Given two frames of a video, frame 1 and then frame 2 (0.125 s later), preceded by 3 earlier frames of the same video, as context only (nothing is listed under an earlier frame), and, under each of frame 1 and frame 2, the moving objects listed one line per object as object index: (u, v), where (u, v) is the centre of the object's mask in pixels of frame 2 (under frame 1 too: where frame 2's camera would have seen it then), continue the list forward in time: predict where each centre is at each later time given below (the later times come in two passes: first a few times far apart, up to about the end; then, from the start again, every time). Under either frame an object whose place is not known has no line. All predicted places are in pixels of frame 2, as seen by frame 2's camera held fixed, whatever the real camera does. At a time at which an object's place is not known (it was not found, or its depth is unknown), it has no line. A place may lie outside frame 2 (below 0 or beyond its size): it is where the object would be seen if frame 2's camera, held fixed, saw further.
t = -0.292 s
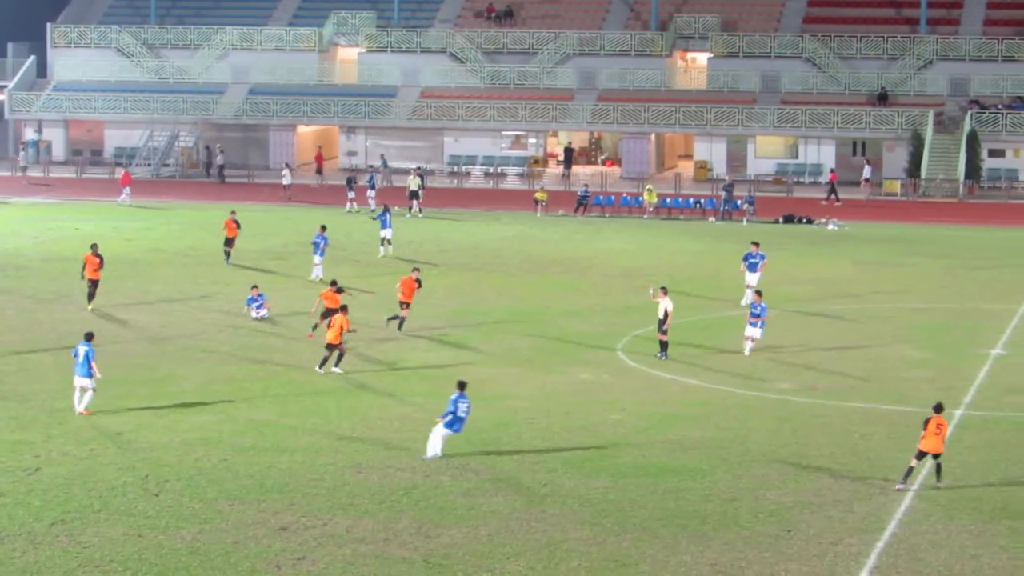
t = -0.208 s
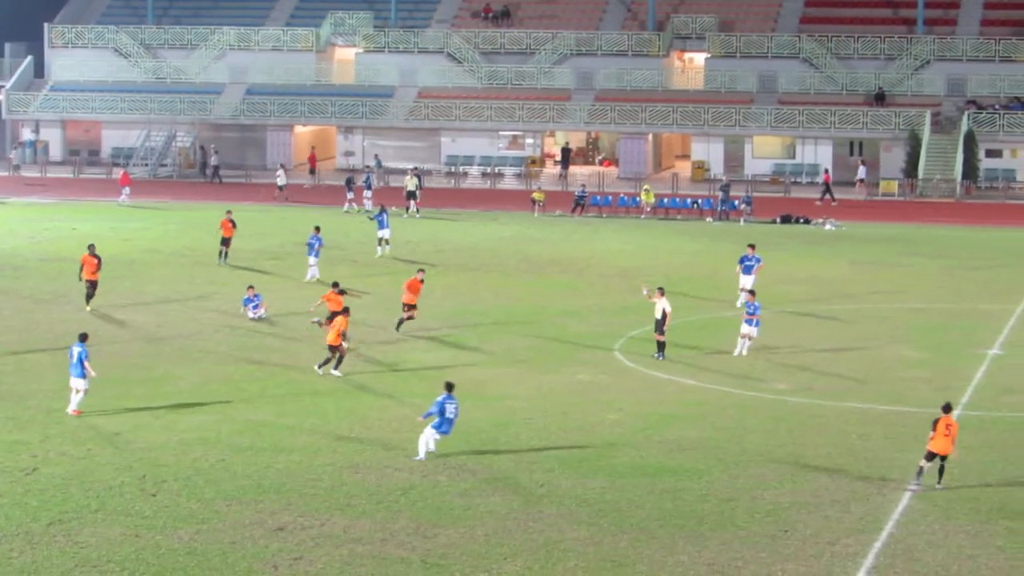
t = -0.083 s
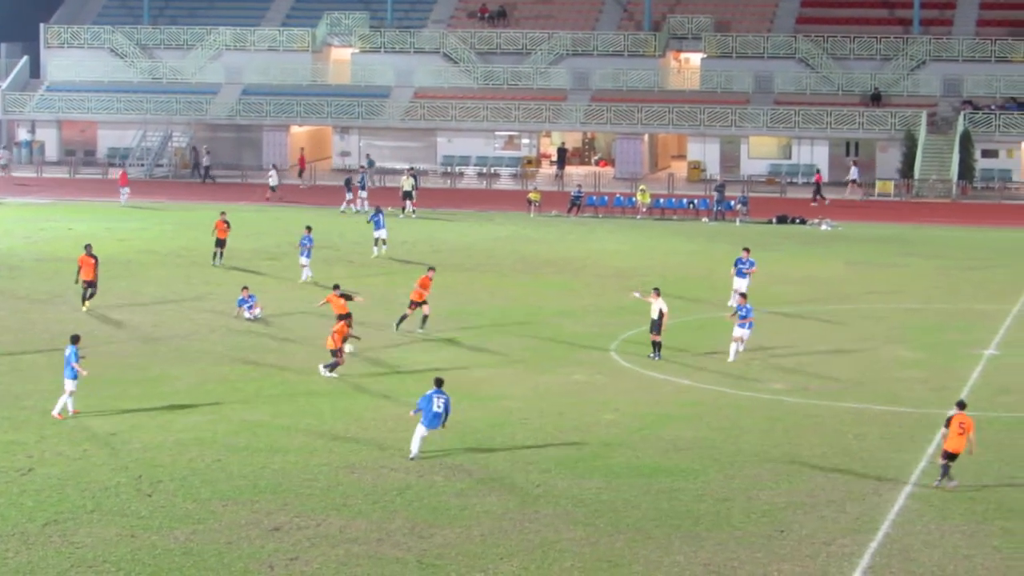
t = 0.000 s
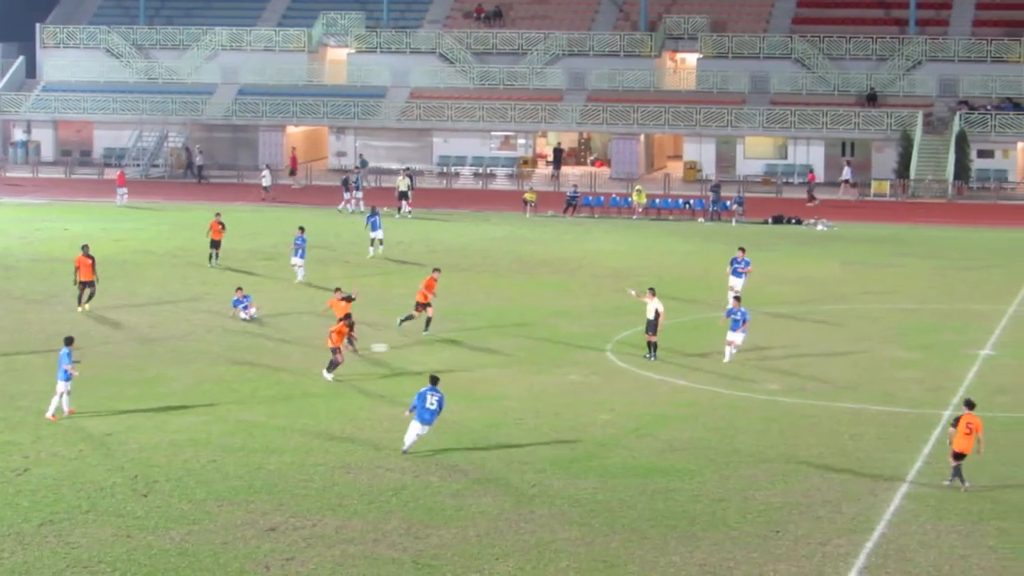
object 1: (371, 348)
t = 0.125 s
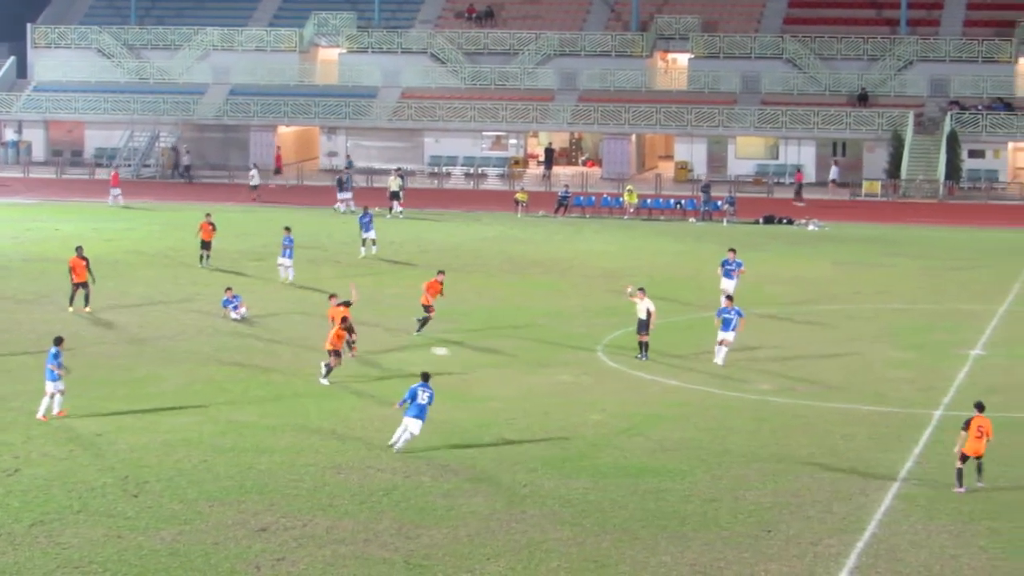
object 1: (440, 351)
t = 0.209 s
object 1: (488, 357)
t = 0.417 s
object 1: (605, 382)
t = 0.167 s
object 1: (464, 354)
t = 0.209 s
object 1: (488, 357)
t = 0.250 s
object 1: (512, 362)
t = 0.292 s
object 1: (536, 367)
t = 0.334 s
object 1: (560, 373)
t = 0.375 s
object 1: (585, 380)
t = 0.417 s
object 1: (605, 382)
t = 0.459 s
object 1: (625, 381)
